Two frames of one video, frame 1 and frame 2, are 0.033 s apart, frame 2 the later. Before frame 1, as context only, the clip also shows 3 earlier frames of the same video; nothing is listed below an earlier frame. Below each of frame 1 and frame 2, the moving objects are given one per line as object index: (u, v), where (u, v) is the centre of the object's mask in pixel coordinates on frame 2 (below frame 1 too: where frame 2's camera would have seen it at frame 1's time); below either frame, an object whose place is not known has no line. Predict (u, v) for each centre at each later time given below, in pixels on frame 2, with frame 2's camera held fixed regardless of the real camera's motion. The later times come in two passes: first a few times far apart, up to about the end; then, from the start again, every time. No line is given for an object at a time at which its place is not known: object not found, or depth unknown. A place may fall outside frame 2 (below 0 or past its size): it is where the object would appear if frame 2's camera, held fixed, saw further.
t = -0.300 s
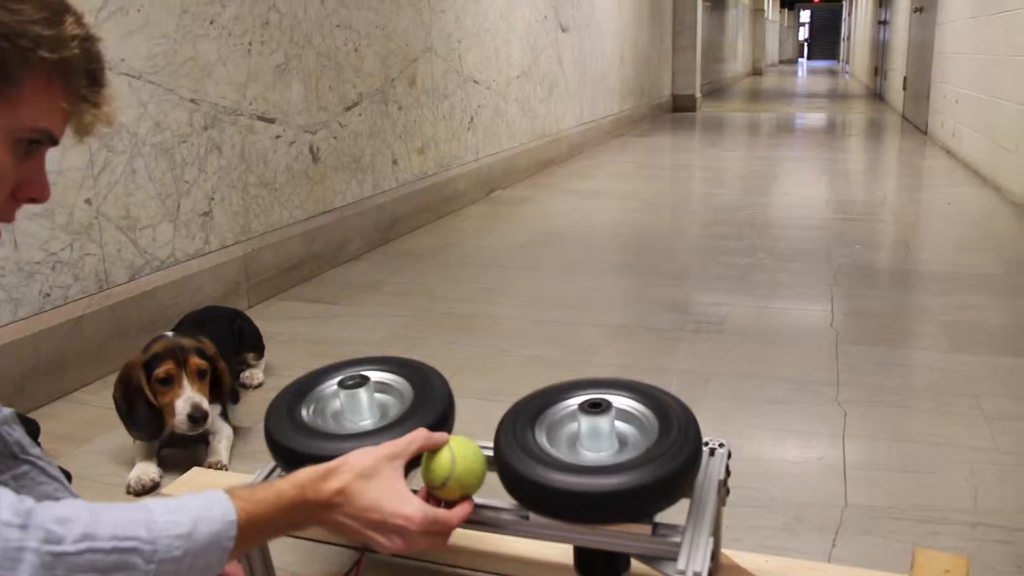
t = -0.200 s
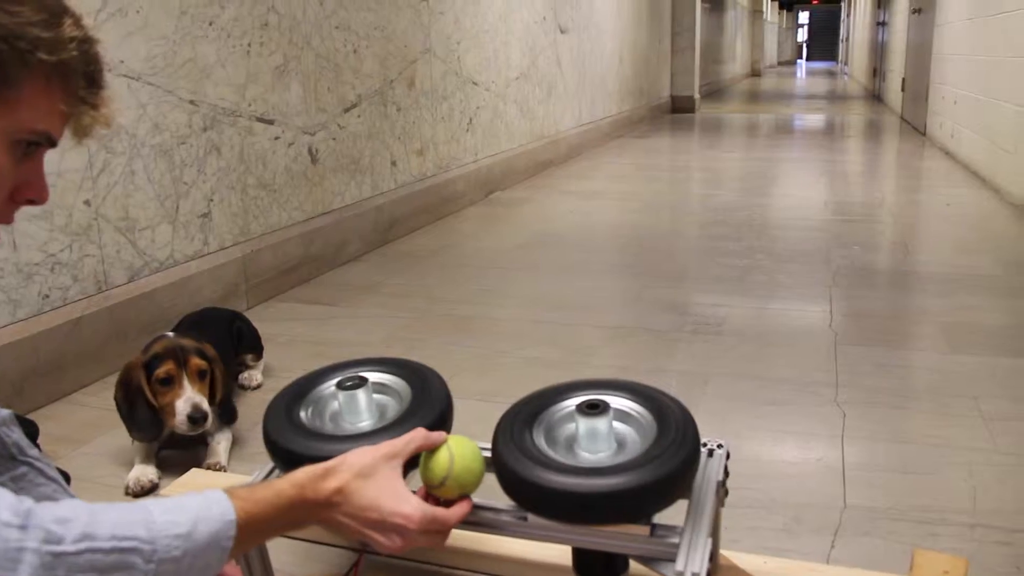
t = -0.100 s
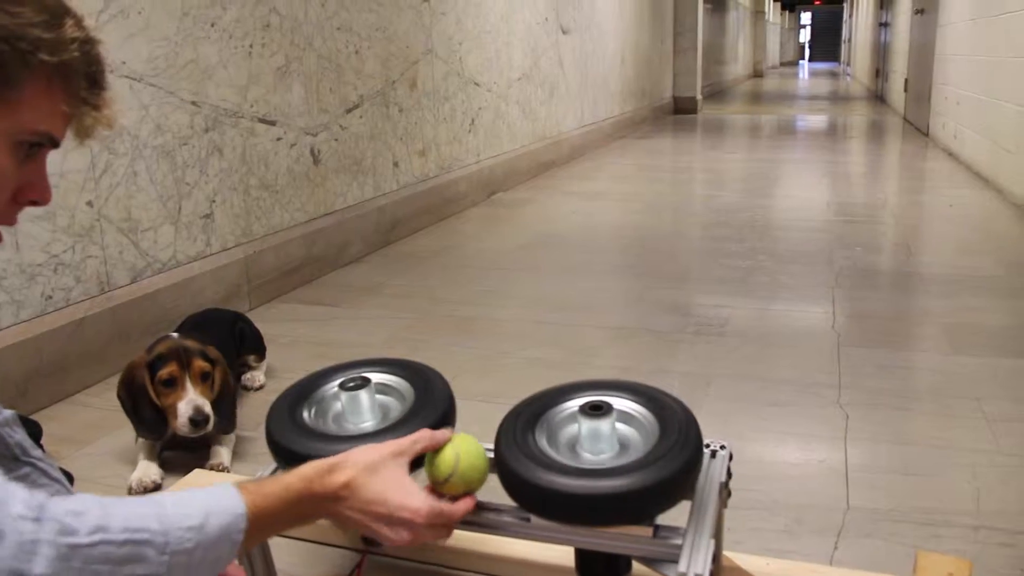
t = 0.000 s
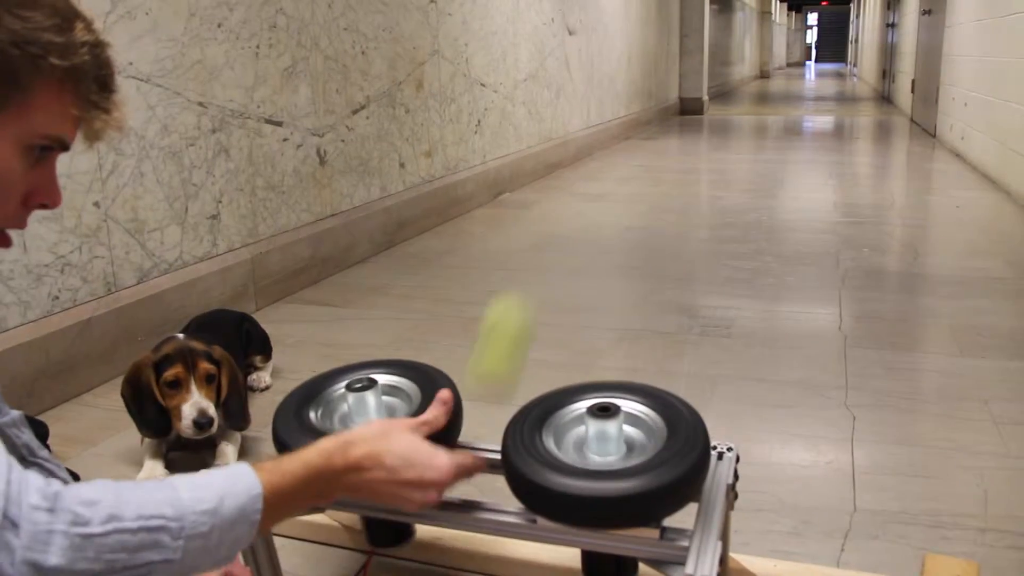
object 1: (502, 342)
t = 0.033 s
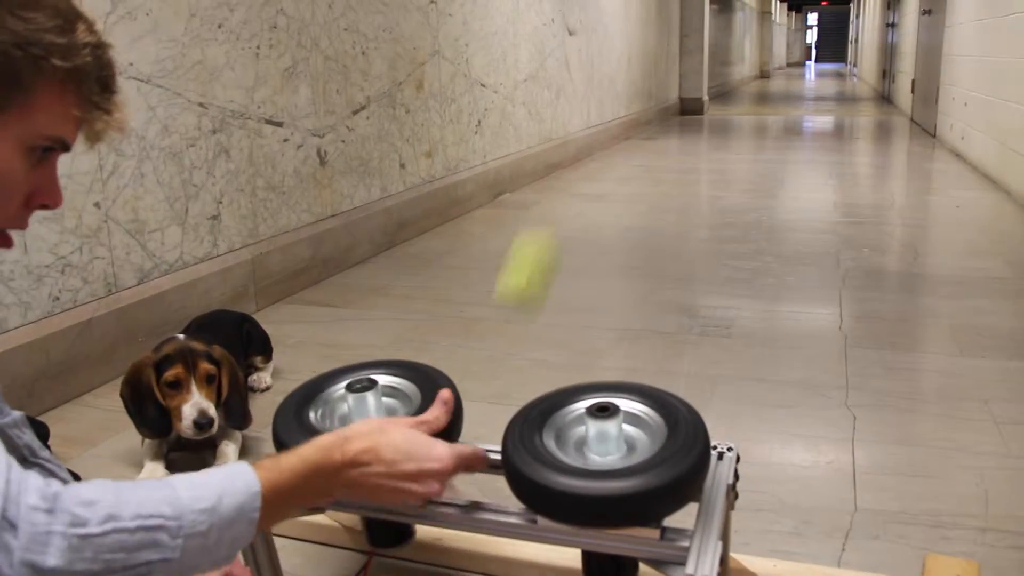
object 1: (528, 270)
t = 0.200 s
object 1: (618, 106)
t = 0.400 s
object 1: (672, 150)
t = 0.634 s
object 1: (695, 198)
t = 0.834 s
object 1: (701, 147)
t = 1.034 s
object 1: (704, 206)
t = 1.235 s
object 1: (710, 157)
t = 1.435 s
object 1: (713, 186)
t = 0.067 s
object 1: (552, 211)
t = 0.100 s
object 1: (573, 167)
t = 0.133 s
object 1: (591, 137)
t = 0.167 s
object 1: (605, 118)
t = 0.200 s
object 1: (618, 106)
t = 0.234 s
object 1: (630, 102)
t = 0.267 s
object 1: (640, 102)
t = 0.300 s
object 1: (650, 107)
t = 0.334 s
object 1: (659, 118)
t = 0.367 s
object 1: (665, 133)
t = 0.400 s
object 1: (672, 150)
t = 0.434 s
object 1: (677, 172)
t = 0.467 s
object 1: (682, 193)
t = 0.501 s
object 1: (686, 218)
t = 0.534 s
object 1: (689, 241)
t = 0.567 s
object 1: (691, 243)
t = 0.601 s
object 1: (694, 219)
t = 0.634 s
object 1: (695, 198)
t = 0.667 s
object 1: (696, 178)
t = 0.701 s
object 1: (698, 166)
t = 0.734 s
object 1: (699, 158)
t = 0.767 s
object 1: (700, 151)
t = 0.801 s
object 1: (701, 148)
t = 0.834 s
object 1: (701, 147)
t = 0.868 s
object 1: (702, 151)
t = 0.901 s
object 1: (703, 155)
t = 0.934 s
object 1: (704, 165)
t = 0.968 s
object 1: (704, 177)
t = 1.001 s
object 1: (704, 190)
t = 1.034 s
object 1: (704, 206)
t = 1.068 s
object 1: (705, 197)
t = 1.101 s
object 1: (706, 183)
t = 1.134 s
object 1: (707, 173)
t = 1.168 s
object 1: (709, 165)
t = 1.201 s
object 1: (709, 159)
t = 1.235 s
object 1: (710, 157)
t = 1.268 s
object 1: (711, 156)
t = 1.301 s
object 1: (711, 158)
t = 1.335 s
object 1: (712, 163)
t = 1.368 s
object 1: (712, 171)
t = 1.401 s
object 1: (713, 180)
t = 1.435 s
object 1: (713, 186)
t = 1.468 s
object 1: (714, 177)
